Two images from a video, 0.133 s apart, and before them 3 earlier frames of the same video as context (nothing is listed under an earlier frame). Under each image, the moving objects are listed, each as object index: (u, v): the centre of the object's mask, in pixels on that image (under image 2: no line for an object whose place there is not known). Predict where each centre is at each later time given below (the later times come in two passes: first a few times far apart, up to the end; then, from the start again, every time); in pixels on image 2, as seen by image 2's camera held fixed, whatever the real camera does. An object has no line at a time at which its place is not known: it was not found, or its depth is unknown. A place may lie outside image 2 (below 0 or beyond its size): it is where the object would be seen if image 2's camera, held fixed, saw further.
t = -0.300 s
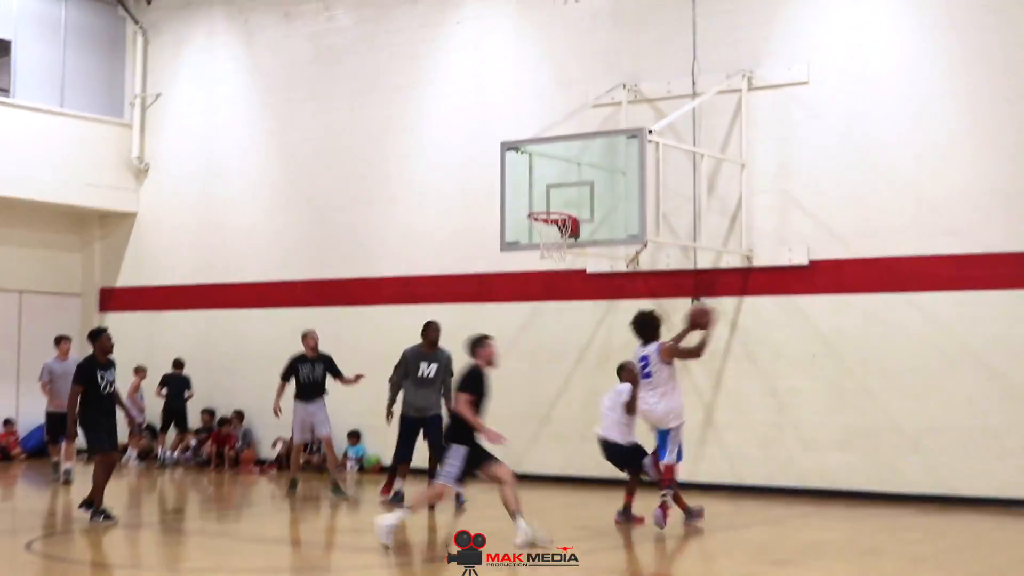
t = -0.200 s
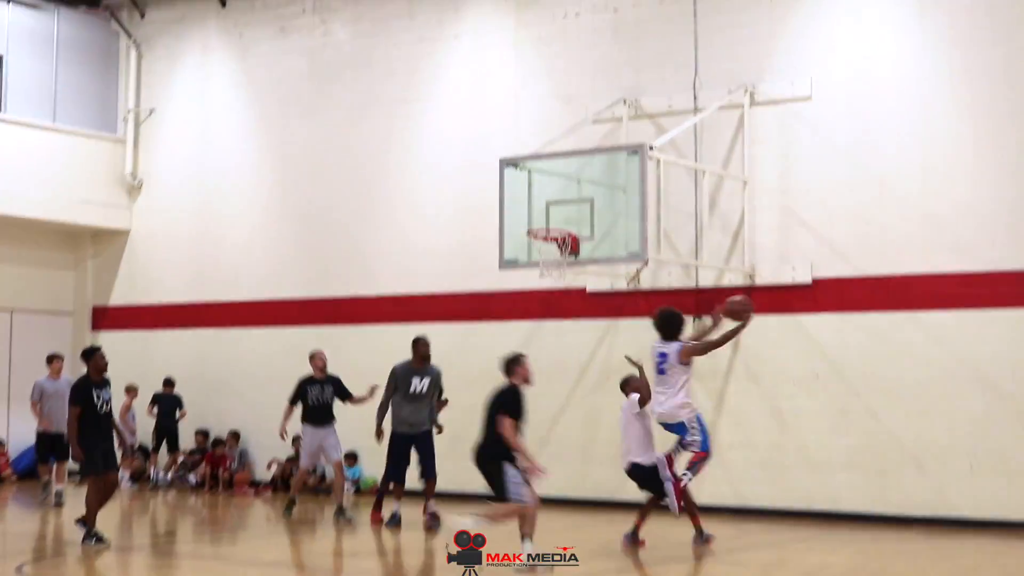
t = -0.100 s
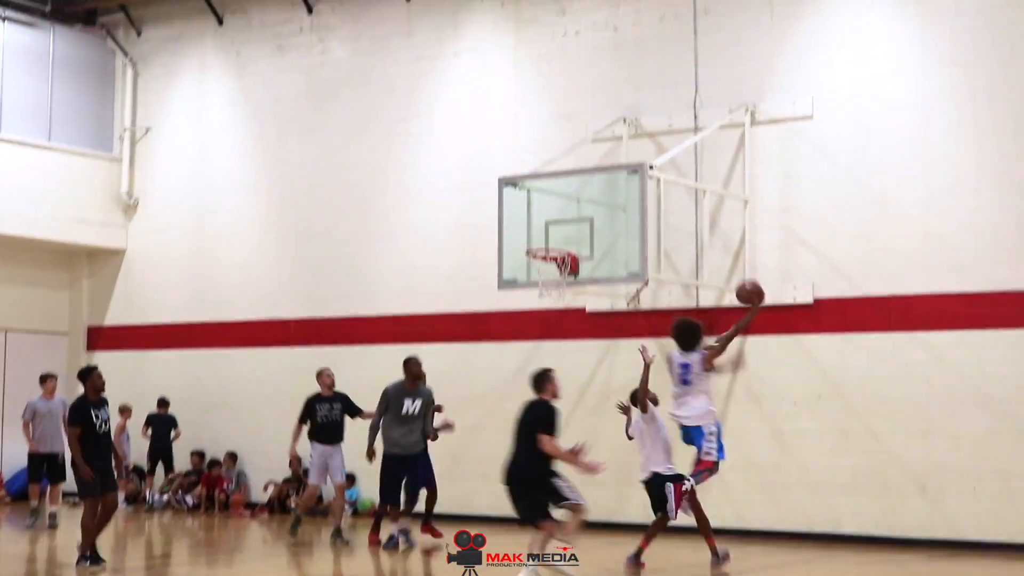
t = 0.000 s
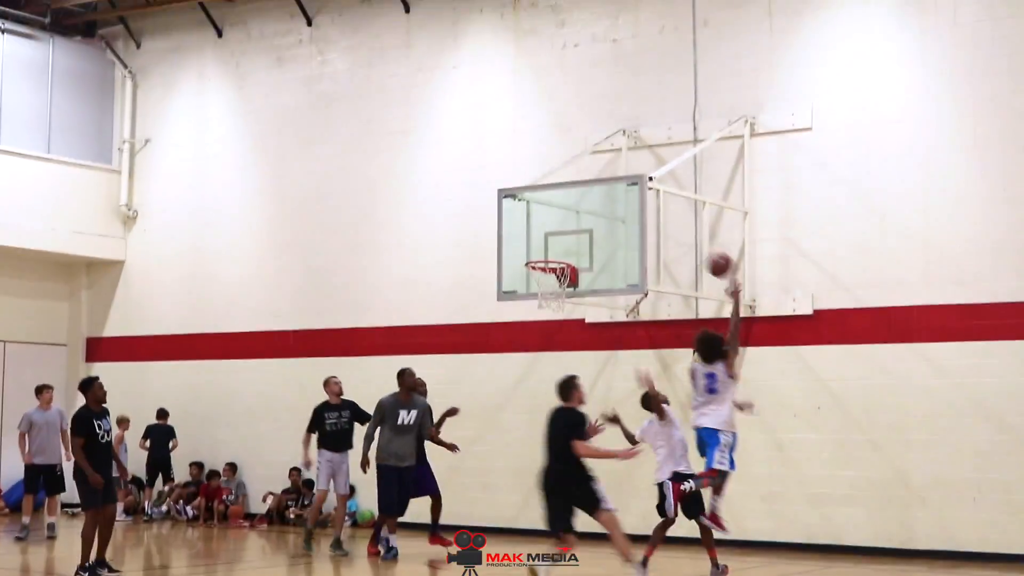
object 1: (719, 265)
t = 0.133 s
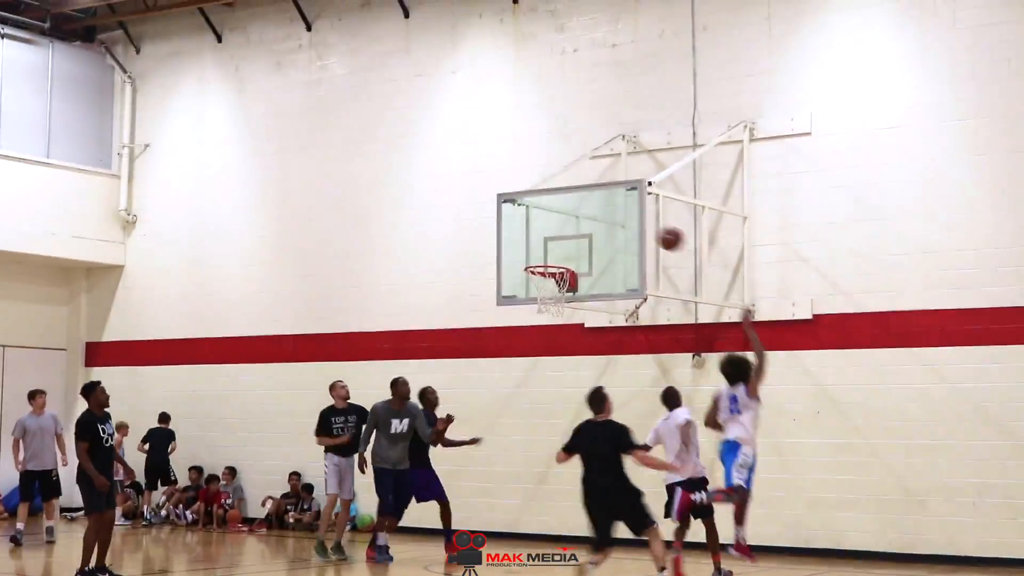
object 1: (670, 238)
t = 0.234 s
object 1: (635, 228)
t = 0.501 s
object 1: (551, 247)
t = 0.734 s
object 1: (540, 235)
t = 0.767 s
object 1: (541, 233)
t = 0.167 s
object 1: (659, 234)
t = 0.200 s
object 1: (647, 231)
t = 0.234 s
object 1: (635, 228)
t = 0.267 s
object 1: (624, 226)
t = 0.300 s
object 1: (614, 227)
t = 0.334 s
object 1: (603, 228)
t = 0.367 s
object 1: (592, 230)
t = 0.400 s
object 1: (582, 232)
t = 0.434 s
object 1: (572, 236)
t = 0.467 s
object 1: (562, 241)
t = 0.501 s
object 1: (551, 247)
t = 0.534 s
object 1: (542, 254)
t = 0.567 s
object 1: (533, 259)
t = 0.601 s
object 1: (534, 254)
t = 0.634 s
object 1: (536, 248)
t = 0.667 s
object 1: (538, 242)
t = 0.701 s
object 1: (539, 238)
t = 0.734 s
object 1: (540, 235)
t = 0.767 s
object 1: (541, 233)
